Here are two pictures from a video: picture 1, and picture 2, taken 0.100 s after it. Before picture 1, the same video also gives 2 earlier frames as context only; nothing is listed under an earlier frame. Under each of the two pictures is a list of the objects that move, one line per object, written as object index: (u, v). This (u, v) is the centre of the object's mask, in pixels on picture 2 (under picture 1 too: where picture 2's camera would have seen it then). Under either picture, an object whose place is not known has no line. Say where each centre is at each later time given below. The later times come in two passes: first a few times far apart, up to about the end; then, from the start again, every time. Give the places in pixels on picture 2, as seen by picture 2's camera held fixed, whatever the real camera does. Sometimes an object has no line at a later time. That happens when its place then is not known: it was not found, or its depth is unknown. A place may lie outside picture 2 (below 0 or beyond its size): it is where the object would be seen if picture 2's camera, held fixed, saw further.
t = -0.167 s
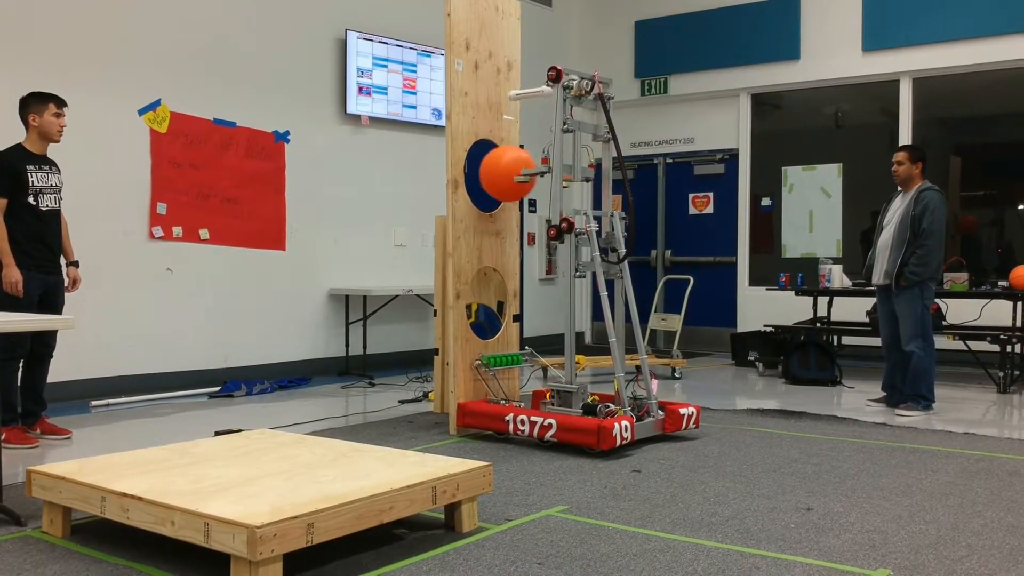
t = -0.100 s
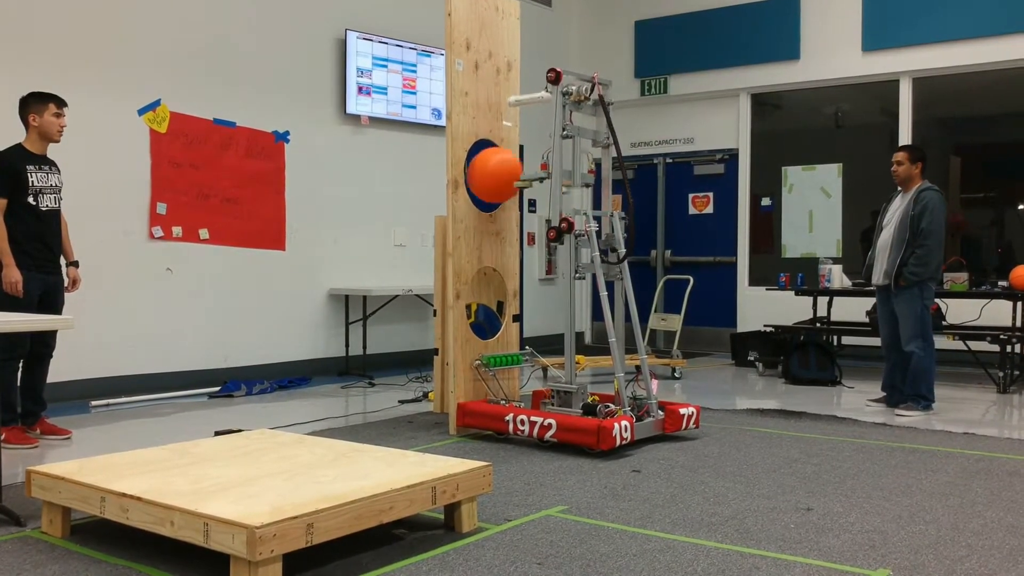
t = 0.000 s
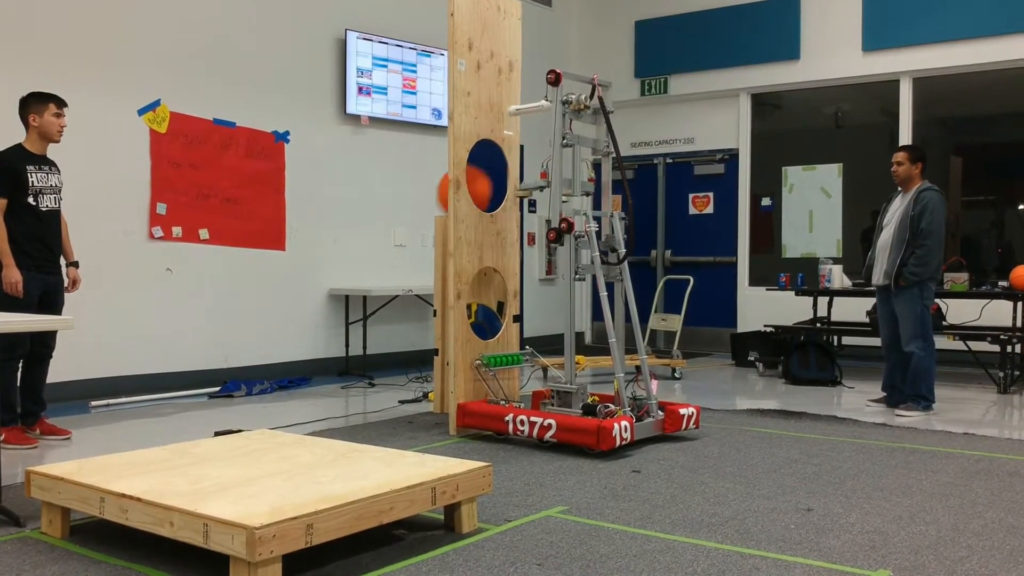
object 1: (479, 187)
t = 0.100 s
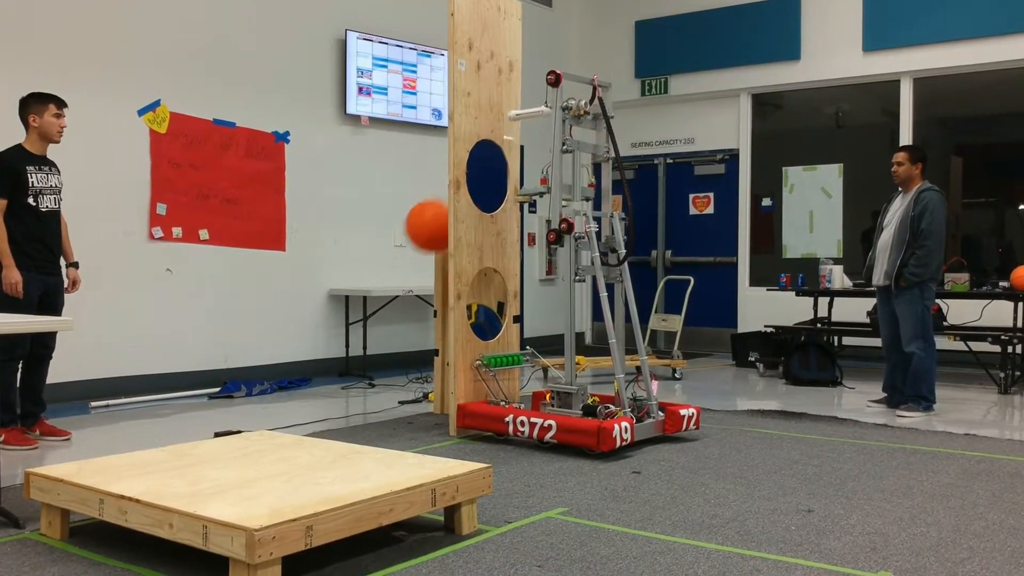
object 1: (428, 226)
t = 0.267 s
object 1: (377, 314)
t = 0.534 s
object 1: (324, 307)
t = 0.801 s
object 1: (295, 222)
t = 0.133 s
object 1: (421, 239)
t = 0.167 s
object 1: (410, 255)
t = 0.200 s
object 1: (399, 273)
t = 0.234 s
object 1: (388, 294)
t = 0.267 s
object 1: (377, 314)
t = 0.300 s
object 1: (367, 337)
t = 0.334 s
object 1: (357, 360)
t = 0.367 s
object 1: (348, 382)
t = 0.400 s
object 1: (340, 387)
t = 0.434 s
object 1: (336, 366)
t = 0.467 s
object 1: (332, 346)
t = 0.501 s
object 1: (328, 324)
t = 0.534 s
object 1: (324, 307)
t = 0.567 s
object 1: (320, 291)
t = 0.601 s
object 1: (317, 275)
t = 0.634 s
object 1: (313, 262)
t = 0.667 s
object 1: (310, 251)
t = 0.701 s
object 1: (306, 241)
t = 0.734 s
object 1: (302, 233)
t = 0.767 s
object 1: (299, 227)
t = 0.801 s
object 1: (295, 222)
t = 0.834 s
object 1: (291, 219)
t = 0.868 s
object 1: (288, 217)
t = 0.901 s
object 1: (284, 217)
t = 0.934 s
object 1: (281, 218)
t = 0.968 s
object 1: (278, 221)
